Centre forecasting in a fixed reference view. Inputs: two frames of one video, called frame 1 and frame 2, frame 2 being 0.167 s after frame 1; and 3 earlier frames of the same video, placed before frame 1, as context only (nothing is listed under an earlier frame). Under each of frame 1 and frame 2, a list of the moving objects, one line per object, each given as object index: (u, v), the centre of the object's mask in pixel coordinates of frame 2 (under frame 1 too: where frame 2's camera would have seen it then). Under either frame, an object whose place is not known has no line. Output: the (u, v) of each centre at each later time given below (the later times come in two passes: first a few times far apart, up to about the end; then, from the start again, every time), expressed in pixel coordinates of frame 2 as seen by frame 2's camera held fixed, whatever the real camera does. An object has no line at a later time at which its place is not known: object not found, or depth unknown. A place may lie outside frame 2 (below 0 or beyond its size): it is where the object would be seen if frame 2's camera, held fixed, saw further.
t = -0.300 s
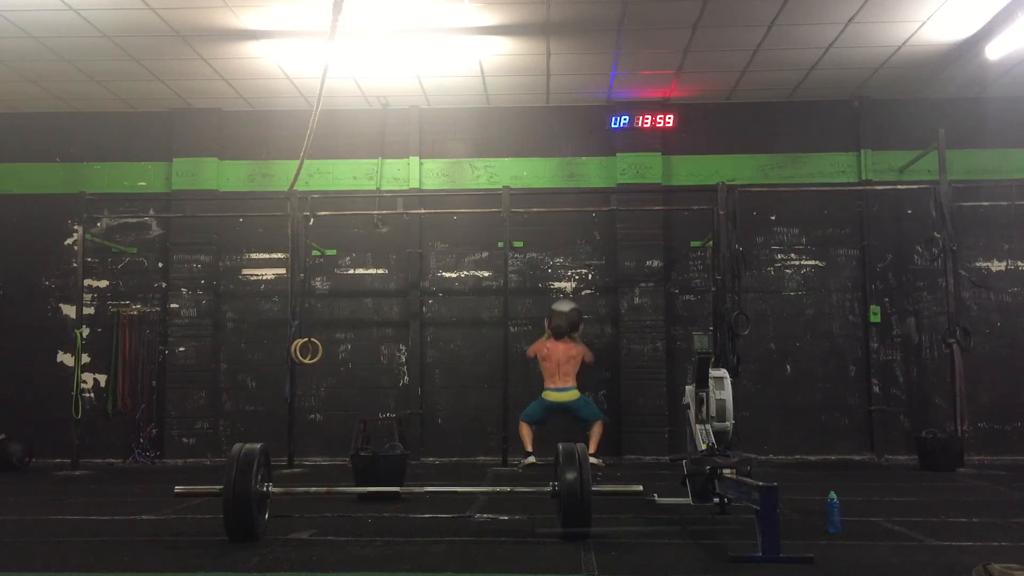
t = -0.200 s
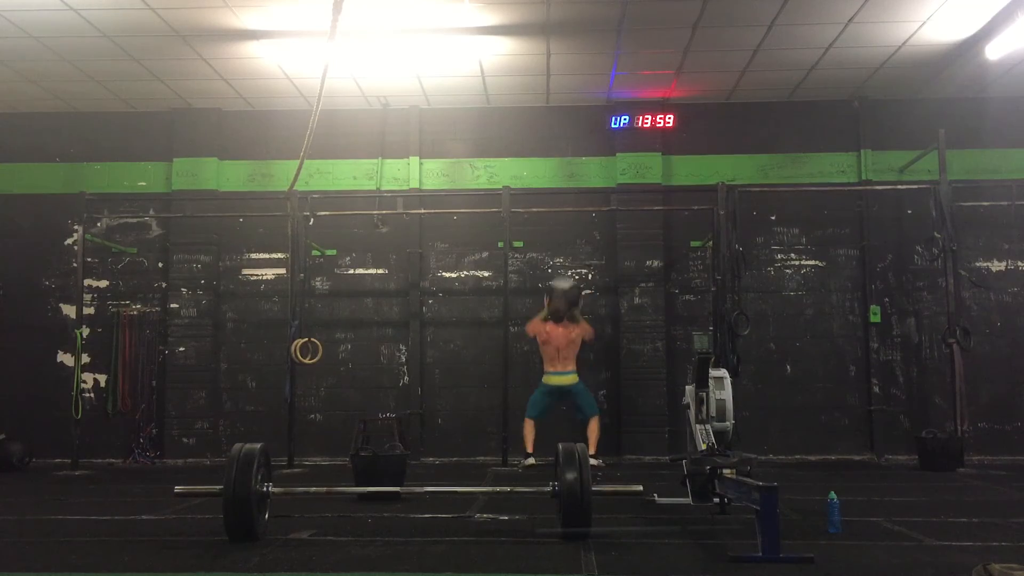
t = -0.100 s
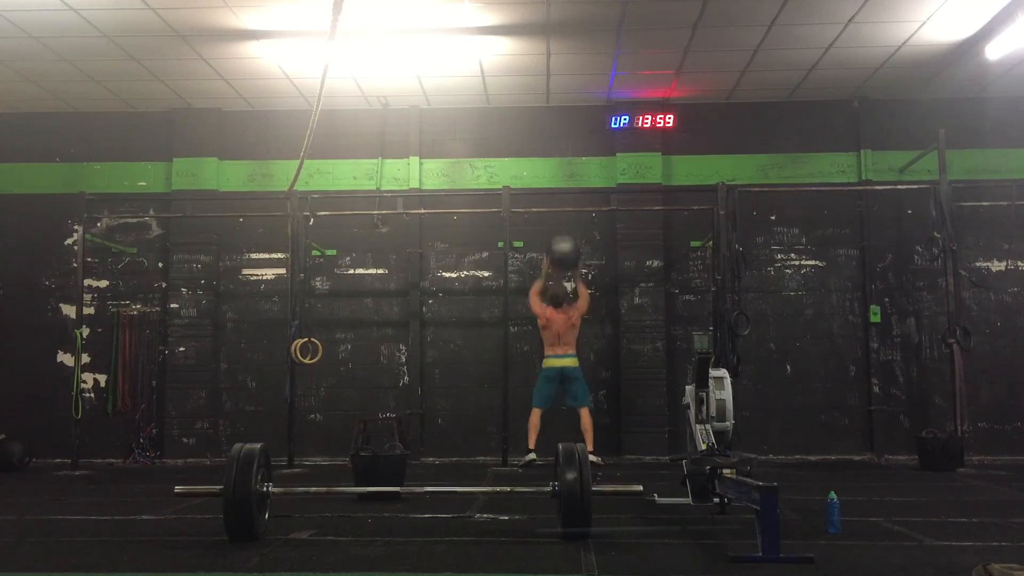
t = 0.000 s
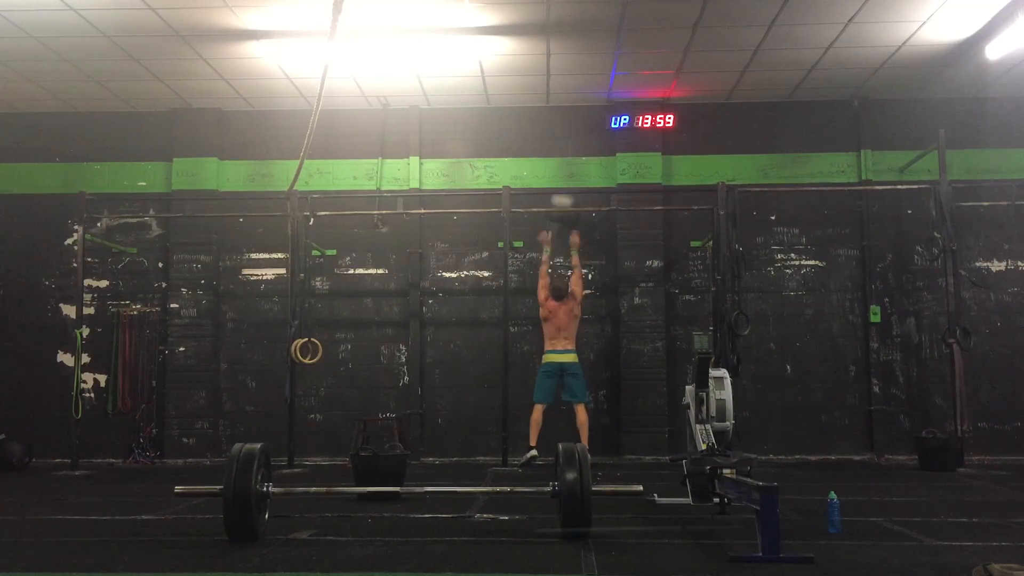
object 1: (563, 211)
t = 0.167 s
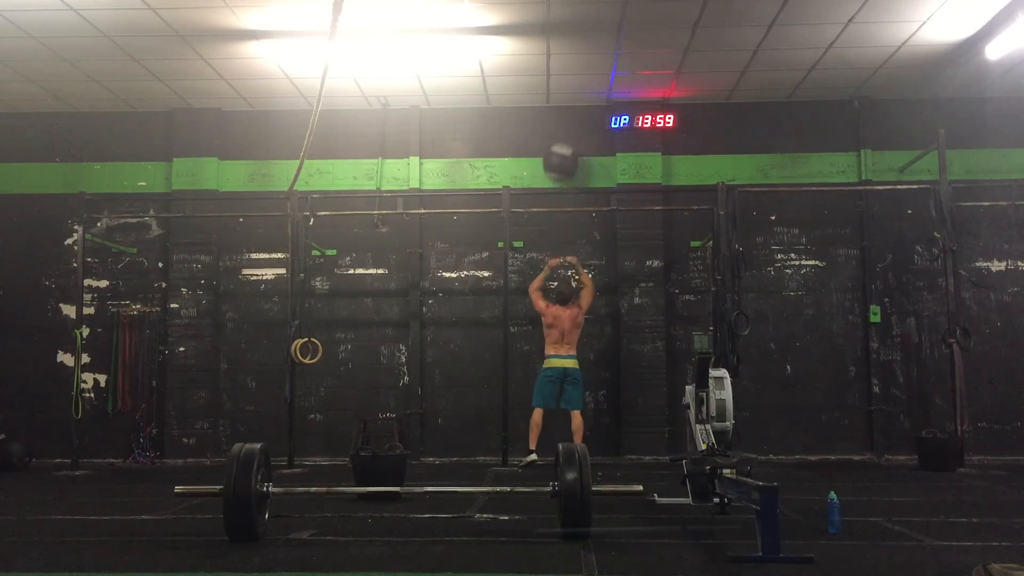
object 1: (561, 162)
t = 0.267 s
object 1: (560, 146)
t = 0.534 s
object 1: (559, 151)
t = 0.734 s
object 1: (559, 195)
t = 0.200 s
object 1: (560, 156)
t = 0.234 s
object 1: (560, 150)
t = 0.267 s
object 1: (560, 146)
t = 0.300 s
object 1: (560, 144)
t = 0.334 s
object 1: (559, 142)
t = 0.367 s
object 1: (559, 141)
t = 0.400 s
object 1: (559, 141)
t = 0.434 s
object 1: (559, 141)
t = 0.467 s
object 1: (559, 143)
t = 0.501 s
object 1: (558, 147)
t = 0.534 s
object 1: (559, 151)
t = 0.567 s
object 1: (559, 156)
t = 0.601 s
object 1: (559, 161)
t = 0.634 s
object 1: (559, 168)
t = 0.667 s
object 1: (559, 176)
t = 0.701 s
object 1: (559, 186)
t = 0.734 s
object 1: (559, 195)
